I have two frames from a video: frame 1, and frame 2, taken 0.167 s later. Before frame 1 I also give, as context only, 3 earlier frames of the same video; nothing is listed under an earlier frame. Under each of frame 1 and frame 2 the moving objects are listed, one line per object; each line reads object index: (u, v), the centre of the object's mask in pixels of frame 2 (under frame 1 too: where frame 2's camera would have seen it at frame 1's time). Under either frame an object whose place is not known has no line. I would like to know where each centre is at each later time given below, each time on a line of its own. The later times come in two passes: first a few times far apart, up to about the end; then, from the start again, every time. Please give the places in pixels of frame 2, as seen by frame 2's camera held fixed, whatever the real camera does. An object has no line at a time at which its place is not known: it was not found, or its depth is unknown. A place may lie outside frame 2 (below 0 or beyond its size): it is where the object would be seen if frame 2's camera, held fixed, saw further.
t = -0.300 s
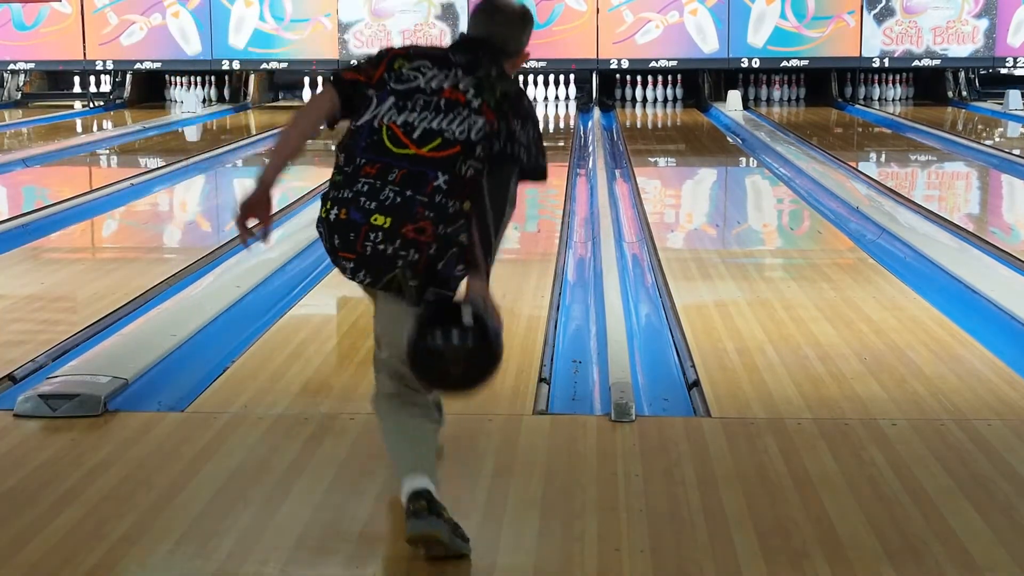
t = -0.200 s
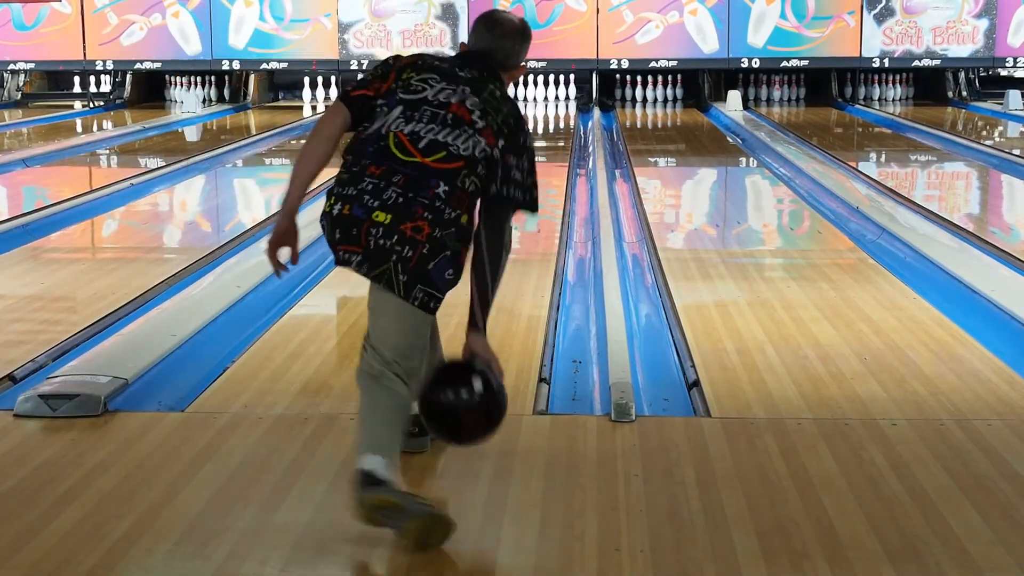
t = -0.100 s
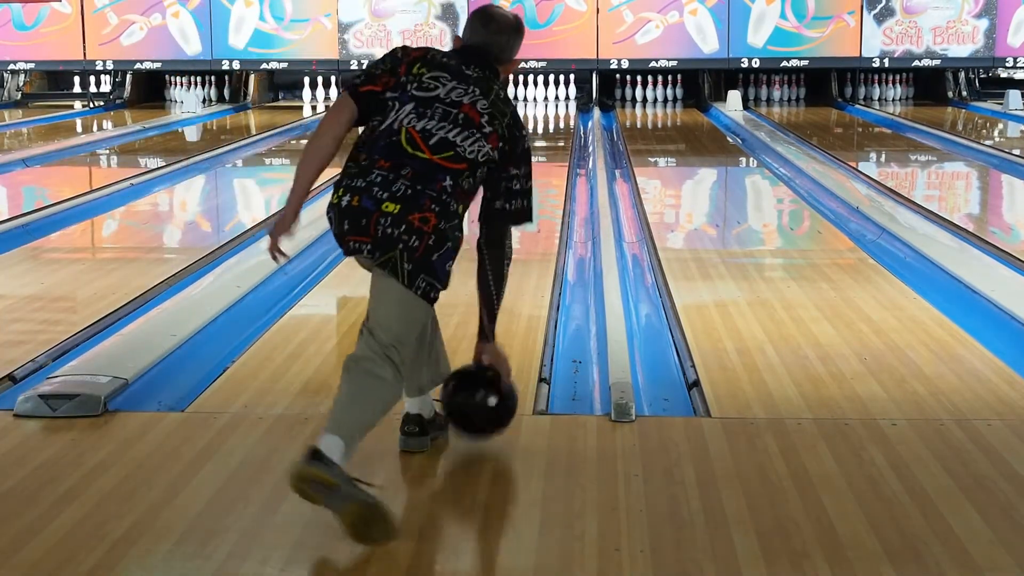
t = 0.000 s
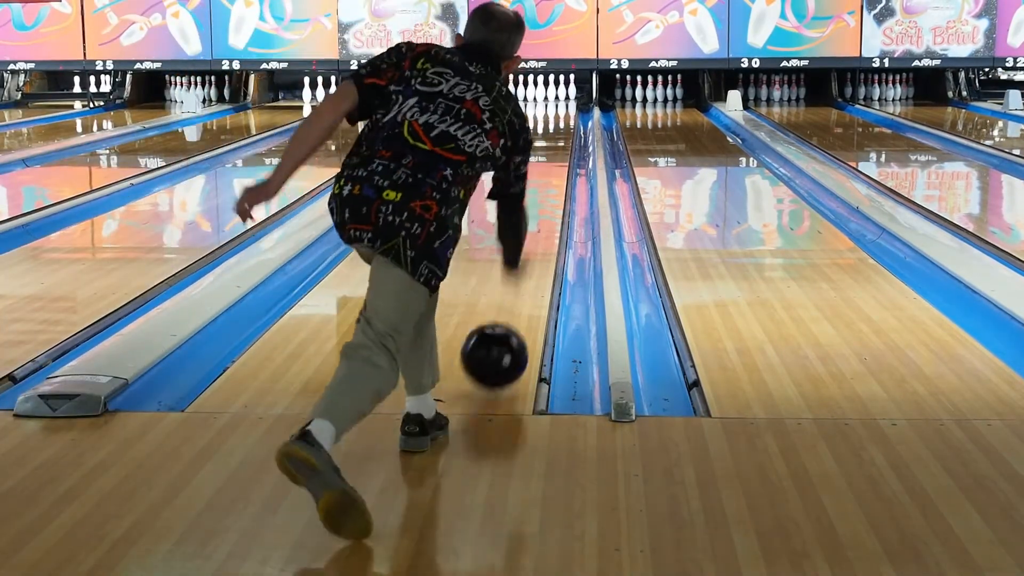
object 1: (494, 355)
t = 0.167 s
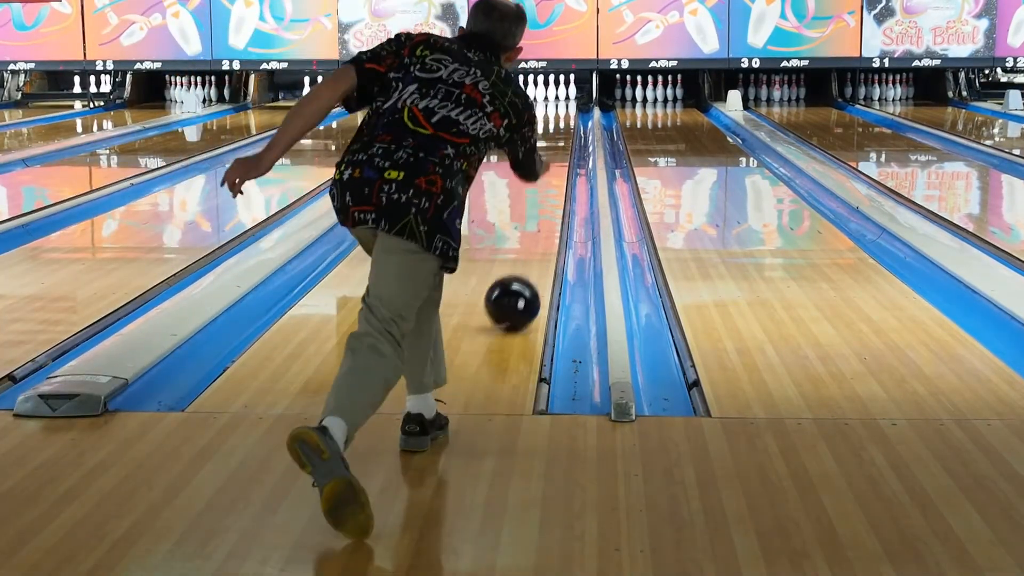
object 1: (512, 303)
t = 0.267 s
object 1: (520, 278)
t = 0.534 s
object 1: (536, 228)
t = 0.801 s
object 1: (544, 196)
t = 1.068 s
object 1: (548, 172)
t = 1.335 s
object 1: (550, 153)
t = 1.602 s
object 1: (552, 140)
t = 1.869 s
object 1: (552, 129)
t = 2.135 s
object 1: (552, 120)
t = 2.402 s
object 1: (551, 112)
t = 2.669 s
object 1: (550, 106)
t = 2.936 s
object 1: (548, 101)
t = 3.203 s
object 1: (546, 96)
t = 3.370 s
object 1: (547, 94)
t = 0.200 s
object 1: (515, 294)
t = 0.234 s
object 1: (518, 285)
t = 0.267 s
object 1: (520, 278)
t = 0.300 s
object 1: (523, 270)
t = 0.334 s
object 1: (525, 263)
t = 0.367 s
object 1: (527, 256)
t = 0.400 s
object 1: (529, 250)
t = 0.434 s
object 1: (531, 244)
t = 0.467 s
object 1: (533, 238)
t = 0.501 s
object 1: (534, 233)
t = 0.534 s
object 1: (536, 228)
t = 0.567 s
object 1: (537, 223)
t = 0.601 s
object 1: (538, 219)
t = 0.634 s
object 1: (539, 214)
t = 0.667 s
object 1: (540, 210)
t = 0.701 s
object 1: (541, 206)
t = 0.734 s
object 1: (542, 202)
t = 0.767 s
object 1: (543, 199)
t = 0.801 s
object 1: (544, 196)
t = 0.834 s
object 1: (544, 192)
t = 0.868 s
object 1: (545, 189)
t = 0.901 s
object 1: (546, 186)
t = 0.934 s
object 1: (546, 183)
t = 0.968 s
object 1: (547, 180)
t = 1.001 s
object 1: (547, 177)
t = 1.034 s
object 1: (548, 174)
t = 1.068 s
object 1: (548, 172)
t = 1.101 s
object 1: (549, 169)
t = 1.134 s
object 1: (549, 167)
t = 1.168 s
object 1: (549, 164)
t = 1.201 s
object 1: (549, 162)
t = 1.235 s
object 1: (550, 160)
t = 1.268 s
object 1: (550, 157)
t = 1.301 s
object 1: (550, 155)
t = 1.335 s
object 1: (550, 153)
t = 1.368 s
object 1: (551, 151)
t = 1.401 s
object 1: (551, 149)
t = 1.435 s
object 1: (551, 148)
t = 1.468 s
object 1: (551, 146)
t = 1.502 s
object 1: (552, 144)
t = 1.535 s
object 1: (552, 143)
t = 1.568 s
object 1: (552, 141)
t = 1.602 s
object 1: (552, 140)
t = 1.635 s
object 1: (552, 138)
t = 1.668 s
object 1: (552, 137)
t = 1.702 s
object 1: (552, 135)
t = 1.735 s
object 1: (552, 134)
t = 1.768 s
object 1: (552, 133)
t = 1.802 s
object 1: (552, 131)
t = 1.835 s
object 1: (552, 130)
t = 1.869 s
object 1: (552, 129)
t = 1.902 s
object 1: (552, 127)
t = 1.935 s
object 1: (552, 126)
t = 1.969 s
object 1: (552, 125)
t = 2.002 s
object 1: (552, 124)
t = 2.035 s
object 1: (552, 123)
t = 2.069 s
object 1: (552, 122)
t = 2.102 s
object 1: (552, 121)
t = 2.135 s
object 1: (552, 120)
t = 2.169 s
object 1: (552, 119)
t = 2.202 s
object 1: (552, 118)
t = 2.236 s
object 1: (552, 117)
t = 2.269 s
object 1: (552, 116)
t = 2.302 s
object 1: (552, 115)
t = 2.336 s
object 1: (552, 114)
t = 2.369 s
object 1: (551, 113)
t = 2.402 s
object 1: (551, 112)
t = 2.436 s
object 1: (551, 111)
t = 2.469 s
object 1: (551, 110)
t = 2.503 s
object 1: (551, 110)
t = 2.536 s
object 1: (550, 109)
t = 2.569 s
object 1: (550, 108)
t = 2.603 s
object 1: (550, 107)
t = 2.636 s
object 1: (550, 107)
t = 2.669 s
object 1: (550, 106)
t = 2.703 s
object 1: (550, 105)
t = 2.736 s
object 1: (550, 104)
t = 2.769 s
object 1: (550, 104)
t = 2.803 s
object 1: (549, 103)
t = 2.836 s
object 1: (549, 102)
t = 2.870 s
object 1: (549, 102)
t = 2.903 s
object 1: (549, 101)
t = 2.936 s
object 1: (548, 101)
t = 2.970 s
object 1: (548, 100)
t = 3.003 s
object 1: (548, 99)
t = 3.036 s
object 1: (548, 99)
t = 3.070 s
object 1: (547, 98)
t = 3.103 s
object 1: (547, 98)
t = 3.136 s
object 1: (546, 97)
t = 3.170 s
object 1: (546, 96)
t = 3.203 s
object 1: (546, 96)
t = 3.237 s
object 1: (545, 95)
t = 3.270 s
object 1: (546, 95)
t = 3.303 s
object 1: (547, 95)
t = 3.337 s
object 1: (547, 95)
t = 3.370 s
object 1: (547, 94)
